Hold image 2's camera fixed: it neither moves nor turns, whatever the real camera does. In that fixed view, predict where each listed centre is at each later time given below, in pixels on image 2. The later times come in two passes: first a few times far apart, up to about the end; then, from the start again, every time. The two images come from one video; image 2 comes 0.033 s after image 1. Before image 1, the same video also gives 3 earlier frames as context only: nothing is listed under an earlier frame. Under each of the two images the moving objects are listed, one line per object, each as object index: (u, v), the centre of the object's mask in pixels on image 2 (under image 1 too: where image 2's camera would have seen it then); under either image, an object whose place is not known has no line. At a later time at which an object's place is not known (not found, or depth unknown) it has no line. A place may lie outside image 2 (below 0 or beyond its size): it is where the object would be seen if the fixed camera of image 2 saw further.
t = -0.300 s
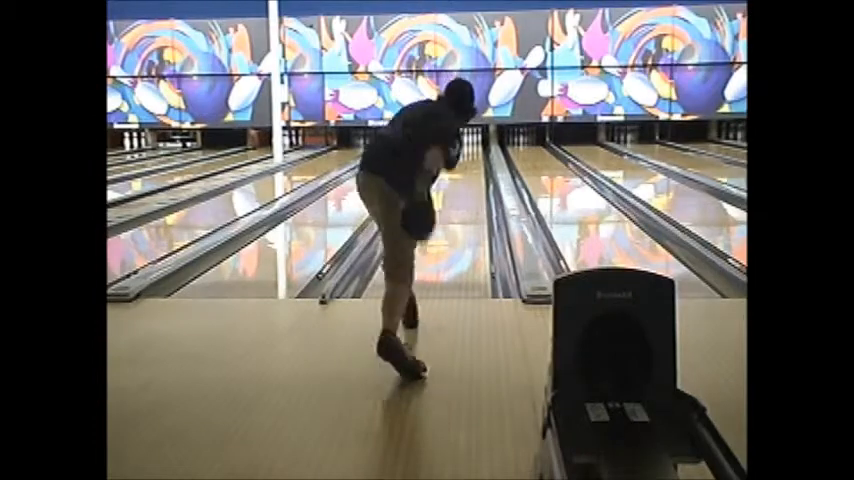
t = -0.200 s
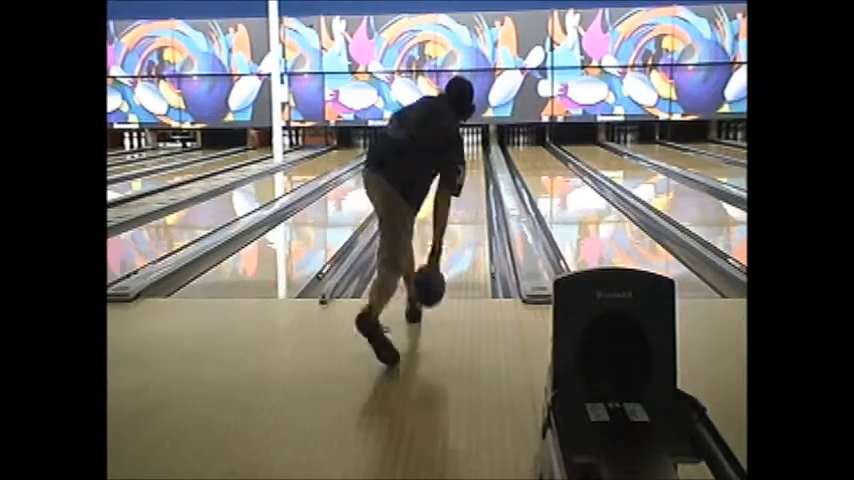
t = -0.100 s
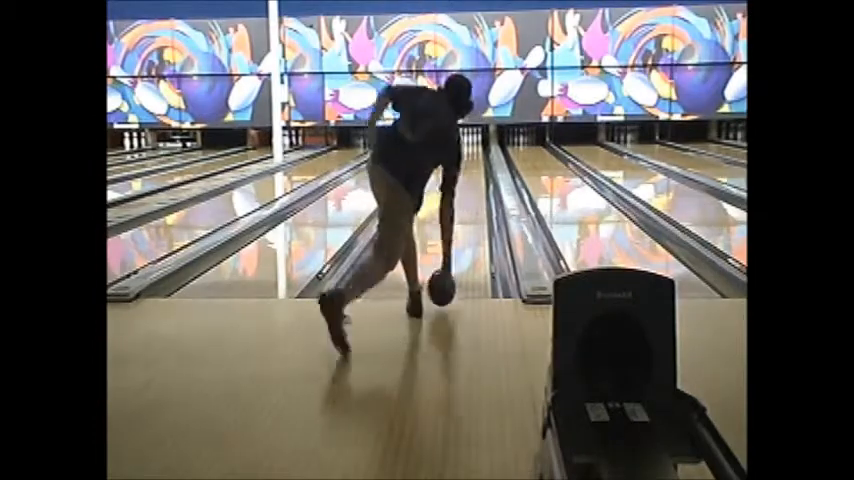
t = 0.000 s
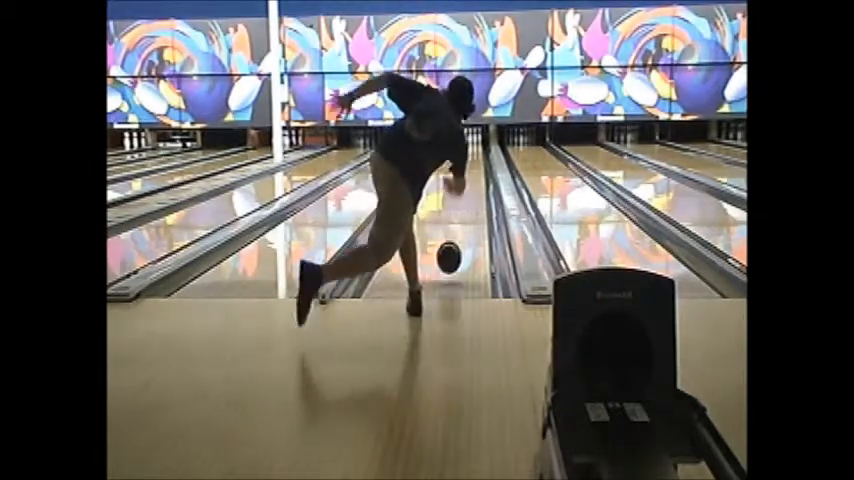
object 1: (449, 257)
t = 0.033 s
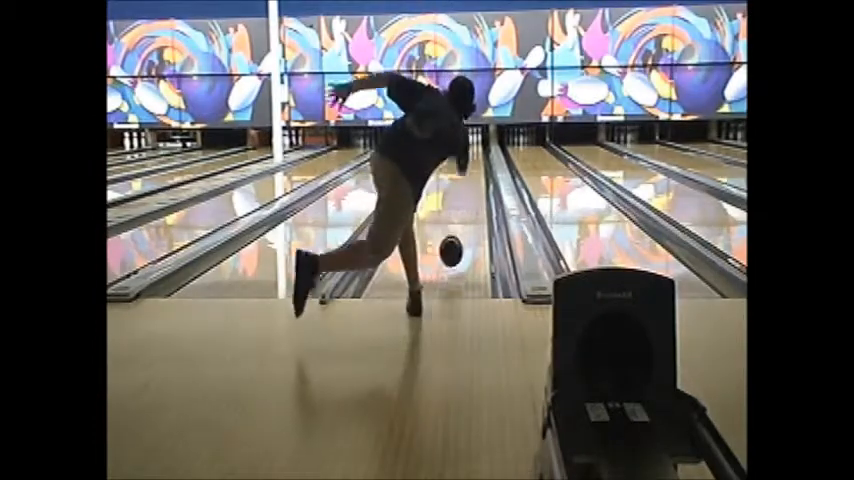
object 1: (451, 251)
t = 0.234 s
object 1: (460, 228)
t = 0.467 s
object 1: (466, 203)
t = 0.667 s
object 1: (470, 188)
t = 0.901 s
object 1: (473, 175)
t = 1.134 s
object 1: (475, 166)
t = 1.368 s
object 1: (477, 158)
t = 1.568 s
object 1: (476, 153)
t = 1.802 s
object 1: (475, 150)
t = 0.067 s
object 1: (453, 247)
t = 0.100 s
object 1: (454, 244)
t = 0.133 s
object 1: (456, 242)
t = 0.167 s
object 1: (457, 237)
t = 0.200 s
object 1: (459, 232)
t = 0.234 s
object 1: (460, 228)
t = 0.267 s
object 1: (461, 223)
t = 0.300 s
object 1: (462, 220)
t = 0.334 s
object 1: (463, 216)
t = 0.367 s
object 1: (464, 212)
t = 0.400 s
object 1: (465, 209)
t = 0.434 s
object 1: (466, 206)
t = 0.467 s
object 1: (466, 203)
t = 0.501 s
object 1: (467, 200)
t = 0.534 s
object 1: (468, 197)
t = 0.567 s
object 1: (466, 198)
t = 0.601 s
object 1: (473, 192)
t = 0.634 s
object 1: (470, 190)
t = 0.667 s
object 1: (470, 188)
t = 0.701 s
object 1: (471, 186)
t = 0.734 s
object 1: (471, 184)
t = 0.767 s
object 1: (471, 182)
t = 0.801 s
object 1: (472, 180)
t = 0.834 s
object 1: (472, 178)
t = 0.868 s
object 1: (473, 177)
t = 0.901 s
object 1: (473, 175)
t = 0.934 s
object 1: (473, 174)
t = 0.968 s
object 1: (474, 172)
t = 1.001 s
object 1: (474, 170)
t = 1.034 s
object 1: (474, 170)
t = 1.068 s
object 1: (474, 168)
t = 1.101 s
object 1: (475, 167)
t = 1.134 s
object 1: (475, 166)
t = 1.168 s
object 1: (475, 165)
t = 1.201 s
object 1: (475, 163)
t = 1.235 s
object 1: (475, 162)
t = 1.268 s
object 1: (475, 162)
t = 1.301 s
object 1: (476, 160)
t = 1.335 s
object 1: (476, 159)
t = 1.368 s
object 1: (477, 158)
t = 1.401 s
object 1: (474, 166)
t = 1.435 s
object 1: (475, 156)
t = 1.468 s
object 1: (476, 155)
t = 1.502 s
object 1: (475, 155)
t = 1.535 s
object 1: (475, 154)
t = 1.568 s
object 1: (476, 153)
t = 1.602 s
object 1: (476, 152)
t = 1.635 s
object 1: (476, 152)
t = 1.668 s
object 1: (475, 151)
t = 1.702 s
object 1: (475, 151)
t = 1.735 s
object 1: (475, 150)
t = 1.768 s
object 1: (475, 149)
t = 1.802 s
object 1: (475, 150)
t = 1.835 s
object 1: (475, 150)
